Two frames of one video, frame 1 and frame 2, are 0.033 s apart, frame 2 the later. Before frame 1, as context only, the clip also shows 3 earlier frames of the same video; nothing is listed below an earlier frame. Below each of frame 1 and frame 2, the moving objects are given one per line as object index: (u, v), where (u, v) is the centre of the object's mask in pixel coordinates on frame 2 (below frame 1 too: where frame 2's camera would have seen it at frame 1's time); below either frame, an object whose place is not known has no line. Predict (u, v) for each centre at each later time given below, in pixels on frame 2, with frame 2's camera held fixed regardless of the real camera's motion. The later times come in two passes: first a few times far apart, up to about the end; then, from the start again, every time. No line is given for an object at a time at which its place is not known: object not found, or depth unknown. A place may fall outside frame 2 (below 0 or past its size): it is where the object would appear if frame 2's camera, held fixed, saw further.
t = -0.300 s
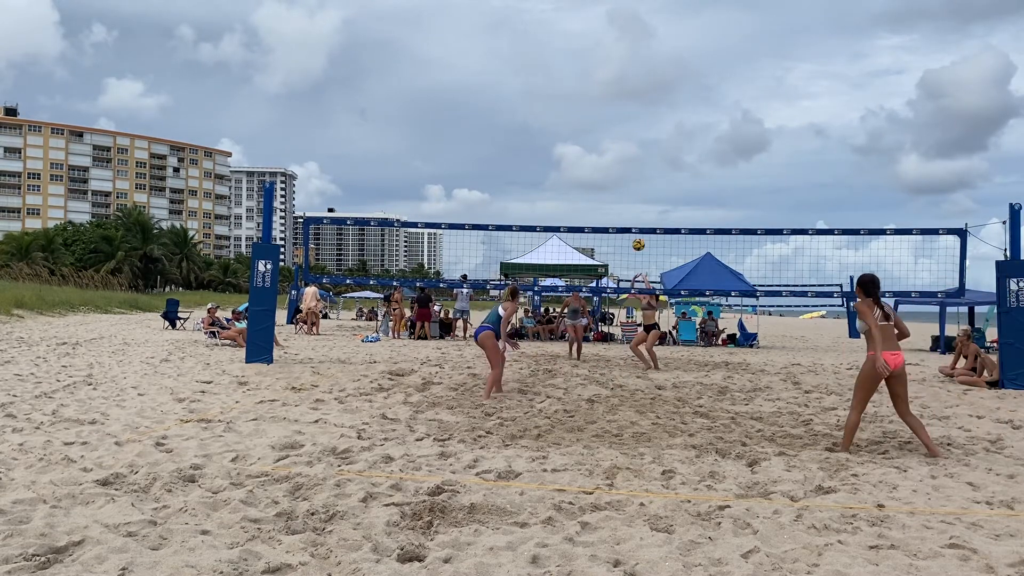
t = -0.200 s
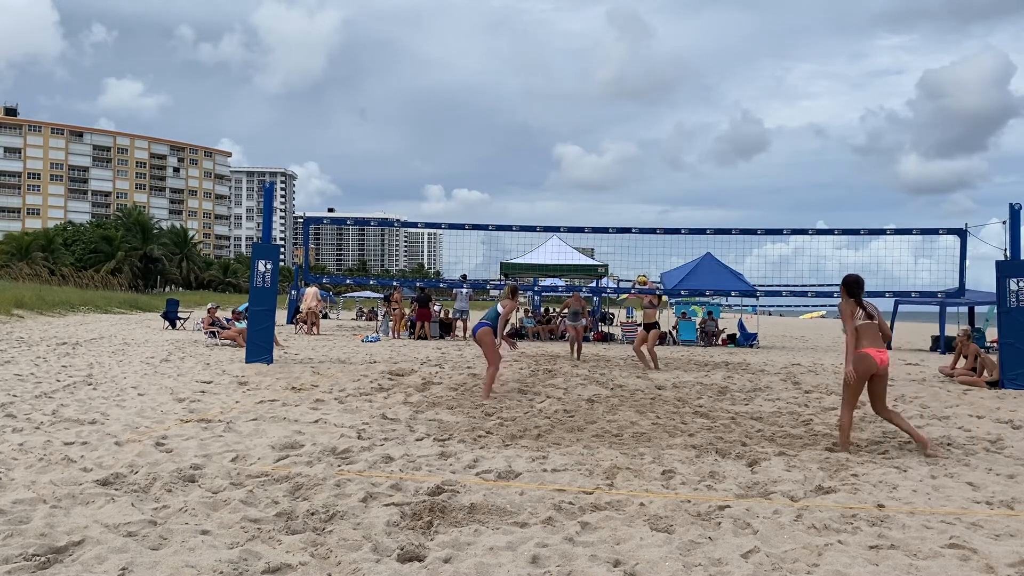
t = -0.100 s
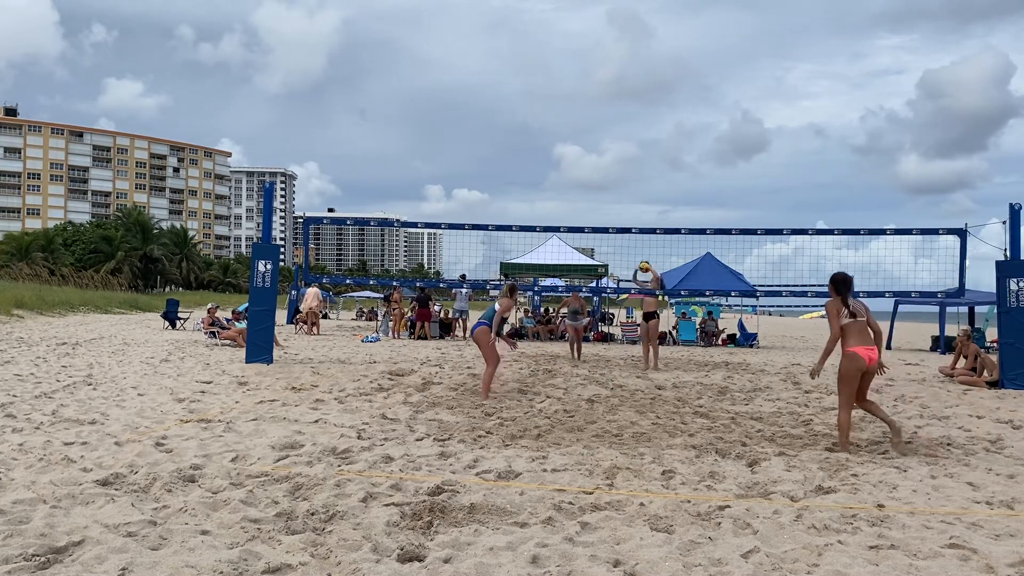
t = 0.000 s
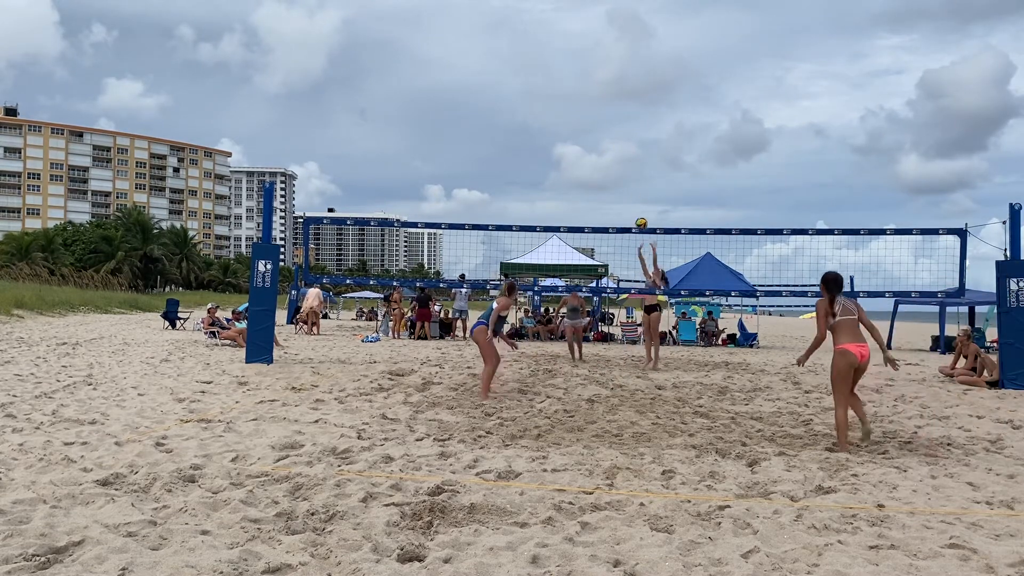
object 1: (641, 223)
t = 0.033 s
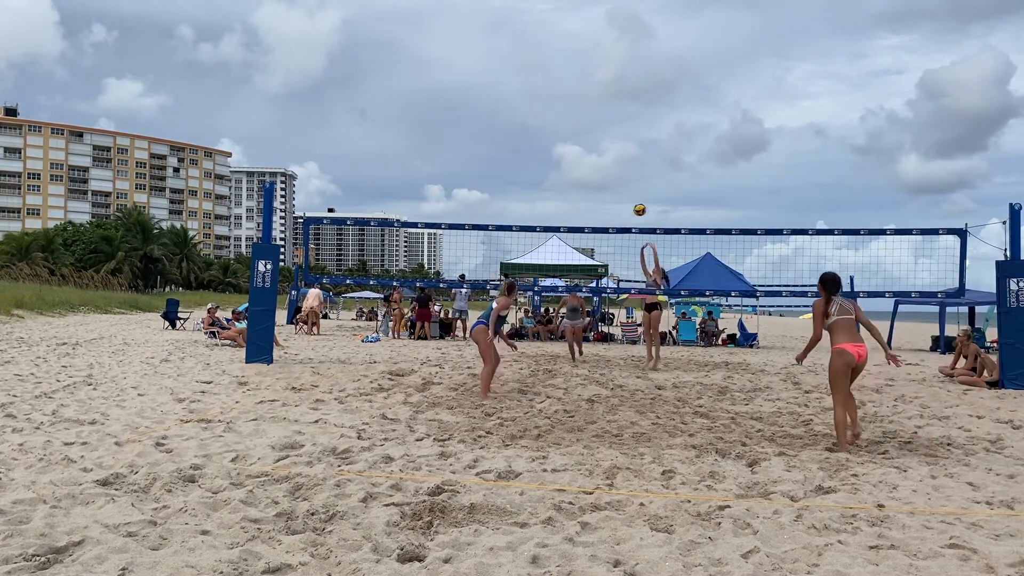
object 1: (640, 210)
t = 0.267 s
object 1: (629, 130)
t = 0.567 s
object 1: (613, 76)
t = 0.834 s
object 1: (597, 72)
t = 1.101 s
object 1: (579, 111)
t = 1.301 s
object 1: (566, 166)
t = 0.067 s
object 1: (638, 196)
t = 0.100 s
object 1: (637, 184)
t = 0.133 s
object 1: (635, 171)
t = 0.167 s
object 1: (633, 160)
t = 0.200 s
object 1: (632, 149)
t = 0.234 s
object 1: (630, 139)
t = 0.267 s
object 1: (629, 130)
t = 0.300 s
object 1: (627, 121)
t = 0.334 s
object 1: (625, 114)
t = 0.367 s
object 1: (623, 106)
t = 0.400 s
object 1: (622, 100)
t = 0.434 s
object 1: (620, 93)
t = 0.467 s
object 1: (618, 88)
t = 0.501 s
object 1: (616, 83)
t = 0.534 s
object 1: (615, 79)
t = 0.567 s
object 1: (613, 76)
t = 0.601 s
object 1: (611, 73)
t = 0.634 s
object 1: (609, 71)
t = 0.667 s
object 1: (607, 70)
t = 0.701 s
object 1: (605, 69)
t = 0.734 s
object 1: (603, 69)
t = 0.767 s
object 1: (601, 69)
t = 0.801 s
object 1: (599, 71)
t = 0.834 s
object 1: (597, 72)
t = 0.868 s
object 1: (595, 75)
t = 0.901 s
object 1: (593, 78)
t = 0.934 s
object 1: (590, 82)
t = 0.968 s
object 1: (588, 87)
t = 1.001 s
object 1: (586, 92)
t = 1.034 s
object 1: (584, 98)
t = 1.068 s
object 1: (582, 104)
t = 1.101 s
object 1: (579, 111)
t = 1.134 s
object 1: (577, 119)
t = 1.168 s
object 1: (575, 127)
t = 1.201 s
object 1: (573, 136)
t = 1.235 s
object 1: (570, 145)
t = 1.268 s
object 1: (568, 155)
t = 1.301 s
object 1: (566, 166)
